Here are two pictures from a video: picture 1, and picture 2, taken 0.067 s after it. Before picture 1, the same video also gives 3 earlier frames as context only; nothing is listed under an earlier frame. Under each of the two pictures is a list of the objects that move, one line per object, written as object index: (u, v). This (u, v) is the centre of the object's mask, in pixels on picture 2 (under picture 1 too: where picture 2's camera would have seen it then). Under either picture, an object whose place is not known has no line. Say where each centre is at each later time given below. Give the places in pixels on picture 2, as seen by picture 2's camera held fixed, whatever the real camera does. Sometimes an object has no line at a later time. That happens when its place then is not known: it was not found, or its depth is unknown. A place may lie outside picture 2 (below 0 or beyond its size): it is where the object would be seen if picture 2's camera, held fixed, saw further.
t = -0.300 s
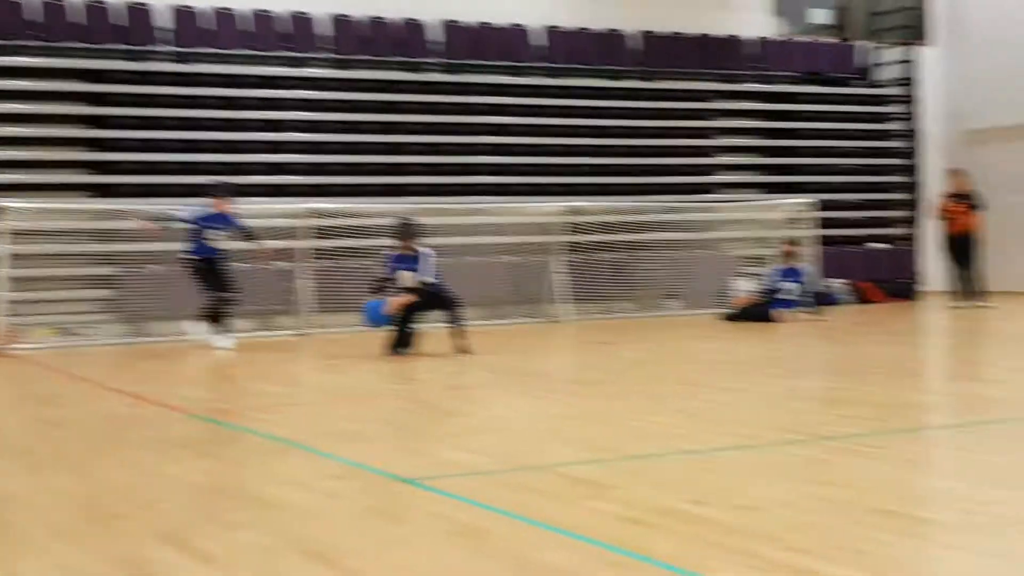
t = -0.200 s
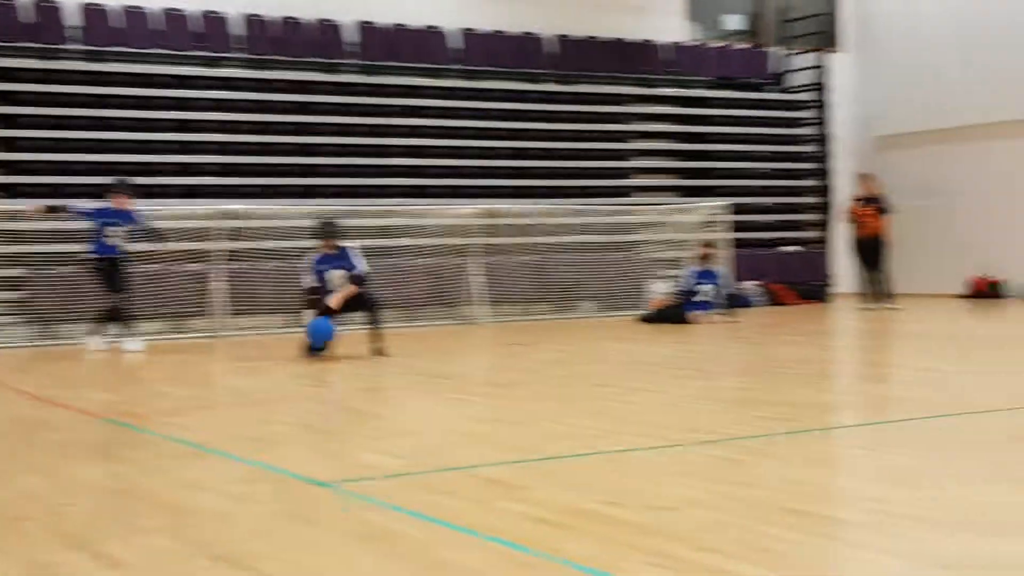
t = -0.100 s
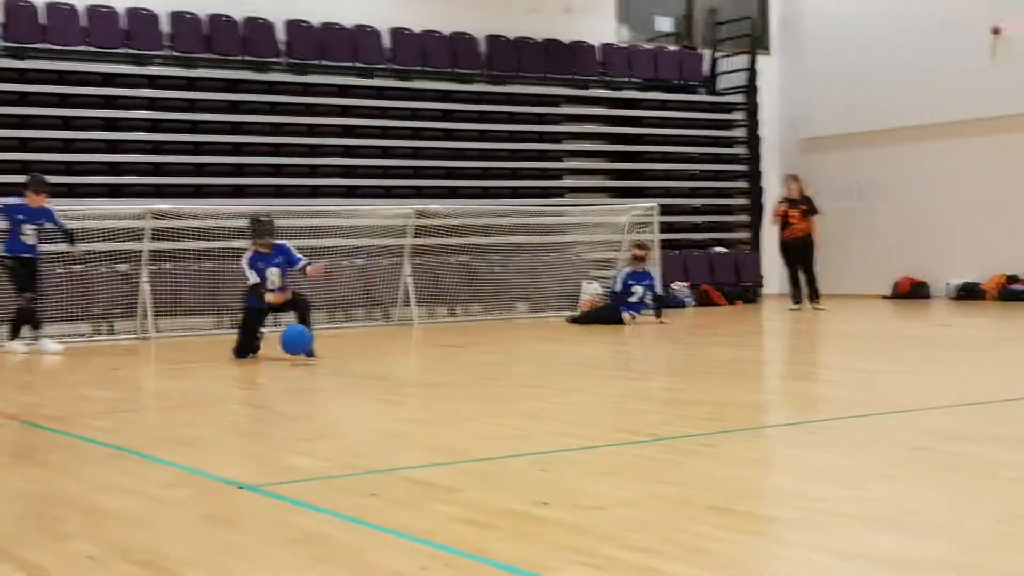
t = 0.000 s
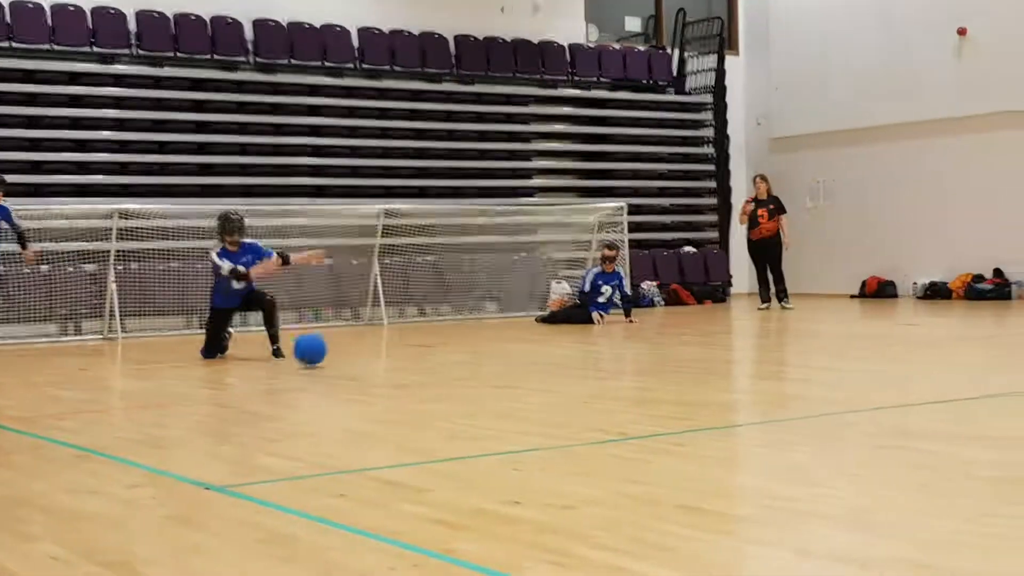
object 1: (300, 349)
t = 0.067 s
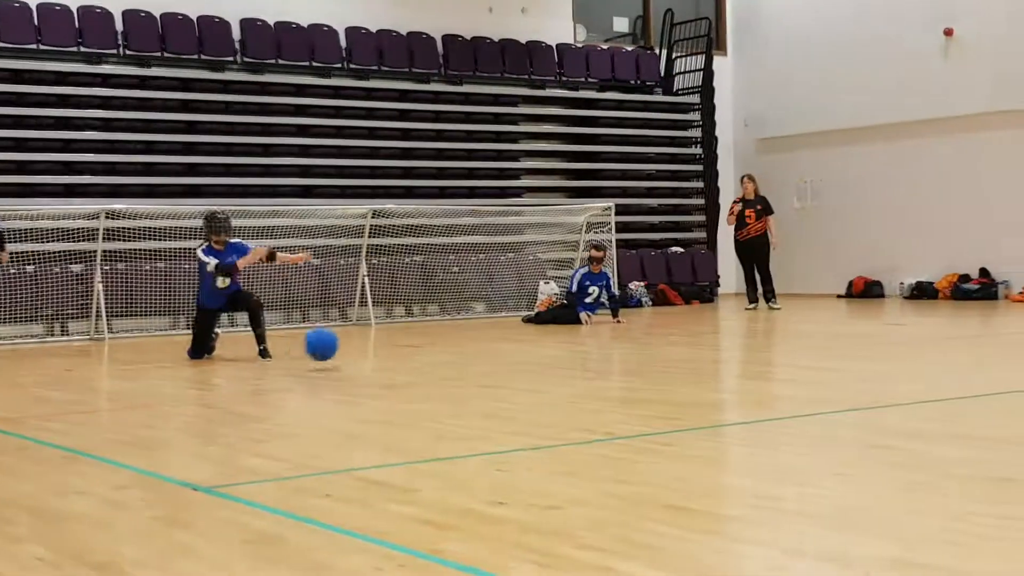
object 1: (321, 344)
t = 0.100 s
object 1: (332, 344)
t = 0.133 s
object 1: (343, 345)
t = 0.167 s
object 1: (356, 348)
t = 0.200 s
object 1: (369, 351)
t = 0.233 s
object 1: (382, 355)
